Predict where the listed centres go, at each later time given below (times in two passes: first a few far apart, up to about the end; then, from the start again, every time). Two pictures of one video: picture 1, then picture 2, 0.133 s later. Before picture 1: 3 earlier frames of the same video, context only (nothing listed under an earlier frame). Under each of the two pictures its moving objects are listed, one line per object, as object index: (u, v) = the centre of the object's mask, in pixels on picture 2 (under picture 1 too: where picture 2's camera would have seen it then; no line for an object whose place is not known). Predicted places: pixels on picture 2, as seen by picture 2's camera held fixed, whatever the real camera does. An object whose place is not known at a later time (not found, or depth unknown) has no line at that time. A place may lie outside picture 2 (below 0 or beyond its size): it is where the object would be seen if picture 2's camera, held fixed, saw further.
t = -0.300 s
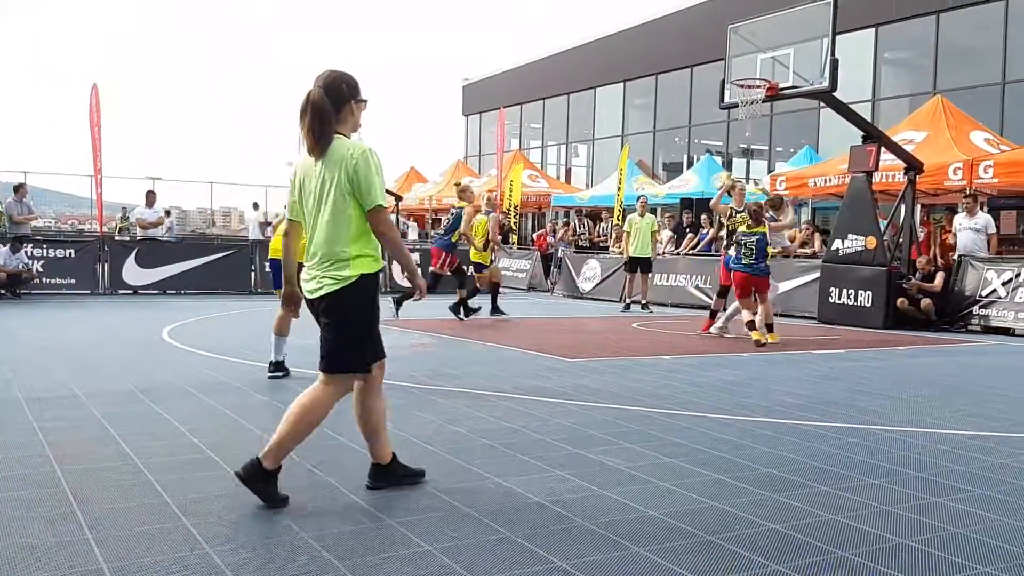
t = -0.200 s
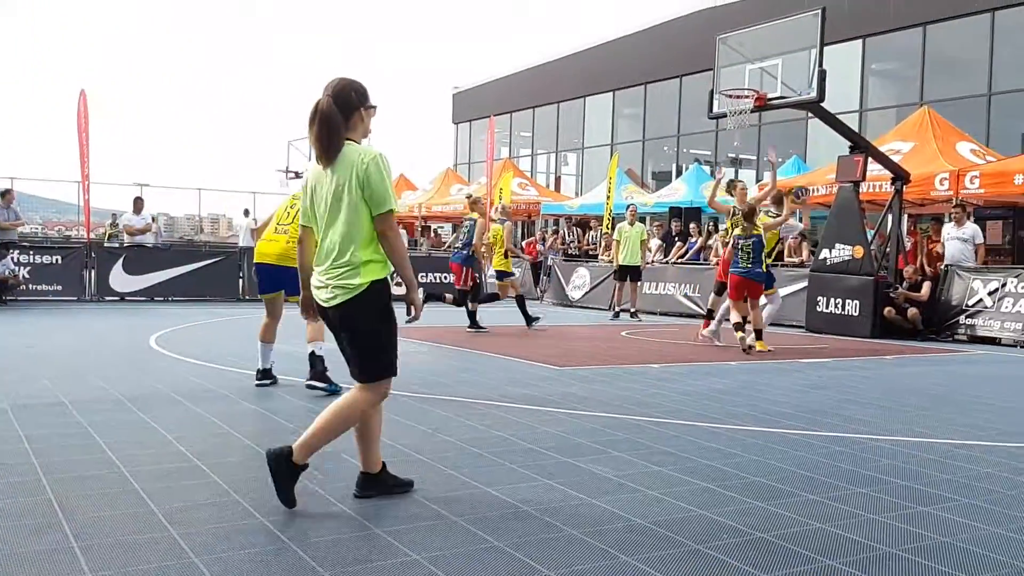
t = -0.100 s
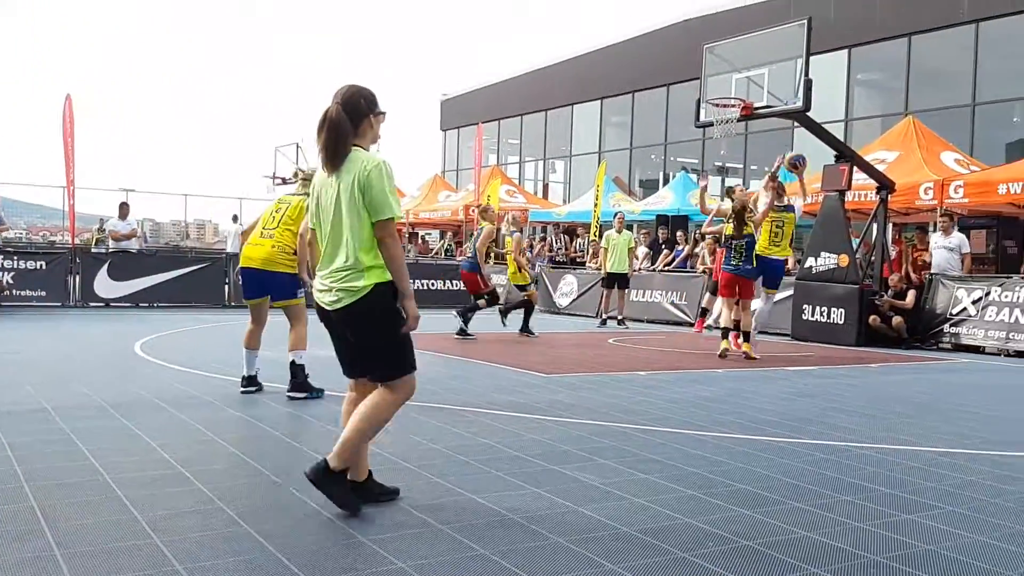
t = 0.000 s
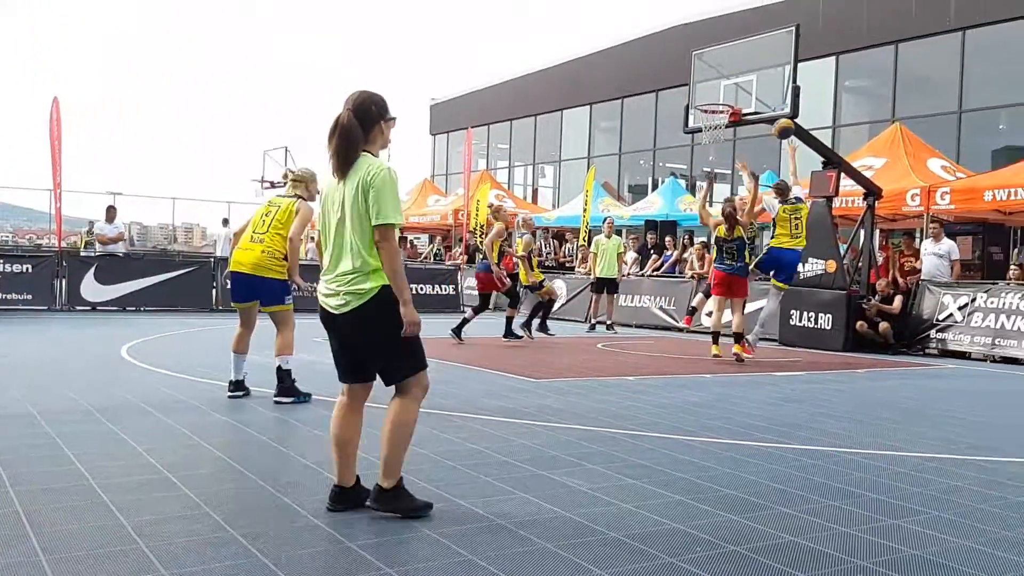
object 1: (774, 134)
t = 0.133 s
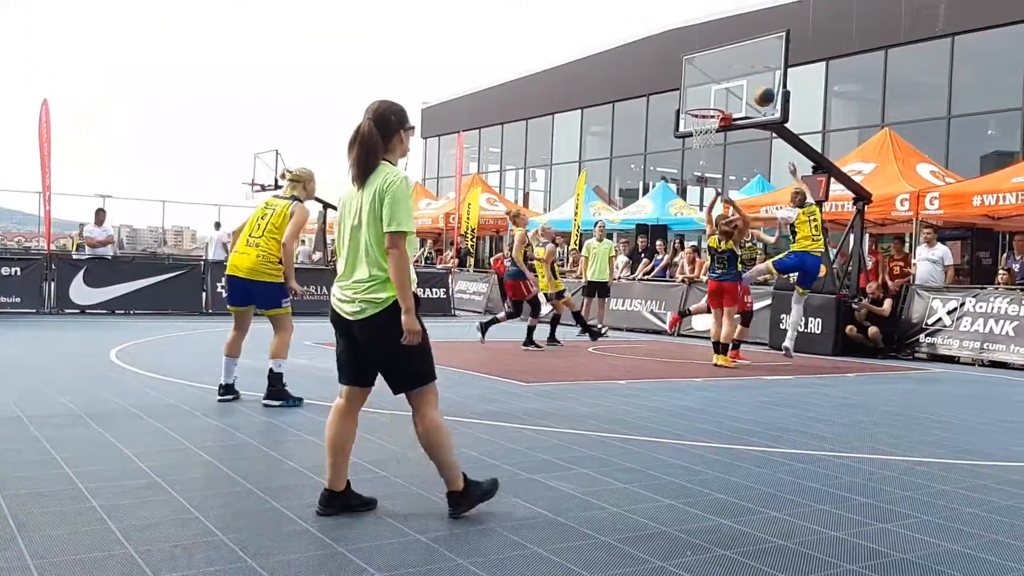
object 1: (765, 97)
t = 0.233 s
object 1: (757, 81)
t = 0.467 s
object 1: (738, 74)
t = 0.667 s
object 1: (706, 95)
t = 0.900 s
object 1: (717, 131)
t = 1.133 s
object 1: (717, 136)
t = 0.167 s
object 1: (762, 90)
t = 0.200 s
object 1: (760, 85)
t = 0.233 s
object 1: (757, 81)
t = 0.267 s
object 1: (754, 77)
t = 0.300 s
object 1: (752, 73)
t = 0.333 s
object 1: (750, 72)
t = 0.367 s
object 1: (748, 72)
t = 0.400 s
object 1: (745, 72)
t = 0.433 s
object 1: (743, 73)
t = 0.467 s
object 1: (738, 74)
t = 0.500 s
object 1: (733, 75)
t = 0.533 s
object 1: (727, 77)
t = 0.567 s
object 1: (722, 80)
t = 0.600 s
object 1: (717, 84)
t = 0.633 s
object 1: (711, 89)
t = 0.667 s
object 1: (706, 95)
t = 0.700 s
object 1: (700, 100)
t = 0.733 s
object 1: (694, 108)
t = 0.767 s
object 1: (697, 114)
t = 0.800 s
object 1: (700, 119)
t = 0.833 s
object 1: (710, 123)
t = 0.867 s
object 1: (714, 130)
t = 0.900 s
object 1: (717, 131)
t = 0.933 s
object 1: (720, 131)
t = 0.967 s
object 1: (720, 130)
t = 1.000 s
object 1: (721, 130)
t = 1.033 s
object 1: (721, 131)
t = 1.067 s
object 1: (720, 131)
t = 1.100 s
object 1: (719, 133)
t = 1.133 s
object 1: (717, 136)
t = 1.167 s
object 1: (716, 140)
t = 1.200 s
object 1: (715, 146)
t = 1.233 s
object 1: (714, 151)
